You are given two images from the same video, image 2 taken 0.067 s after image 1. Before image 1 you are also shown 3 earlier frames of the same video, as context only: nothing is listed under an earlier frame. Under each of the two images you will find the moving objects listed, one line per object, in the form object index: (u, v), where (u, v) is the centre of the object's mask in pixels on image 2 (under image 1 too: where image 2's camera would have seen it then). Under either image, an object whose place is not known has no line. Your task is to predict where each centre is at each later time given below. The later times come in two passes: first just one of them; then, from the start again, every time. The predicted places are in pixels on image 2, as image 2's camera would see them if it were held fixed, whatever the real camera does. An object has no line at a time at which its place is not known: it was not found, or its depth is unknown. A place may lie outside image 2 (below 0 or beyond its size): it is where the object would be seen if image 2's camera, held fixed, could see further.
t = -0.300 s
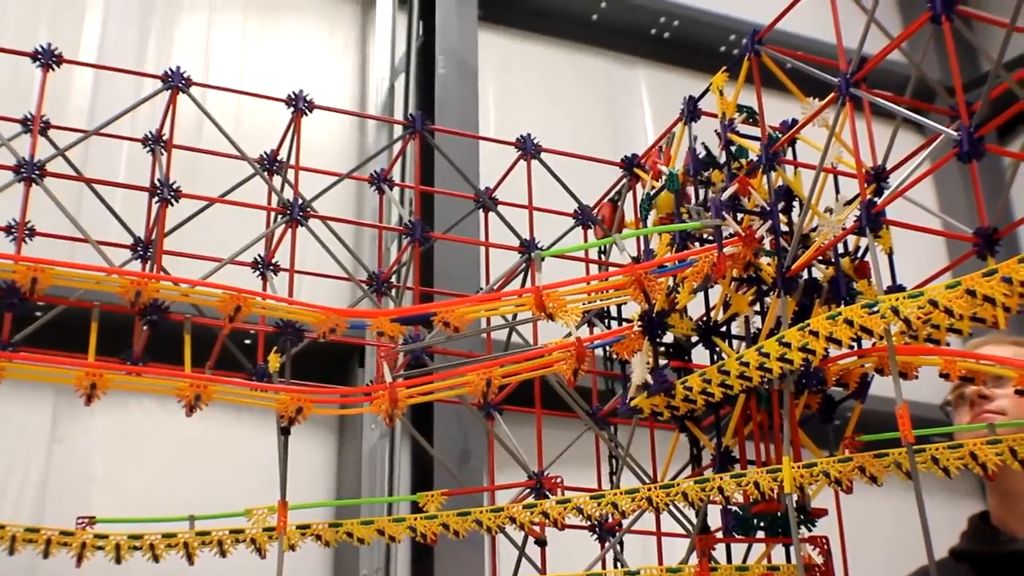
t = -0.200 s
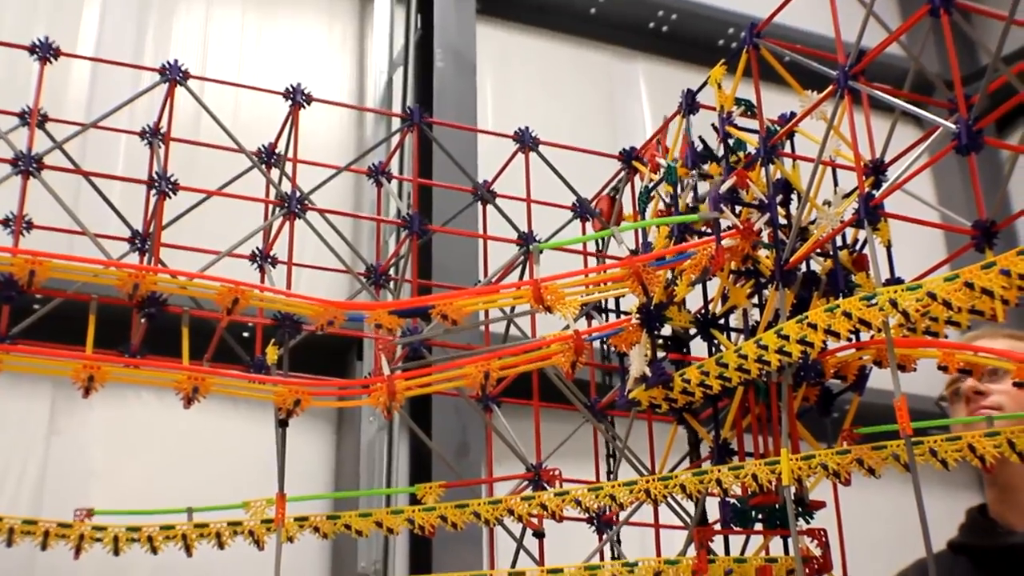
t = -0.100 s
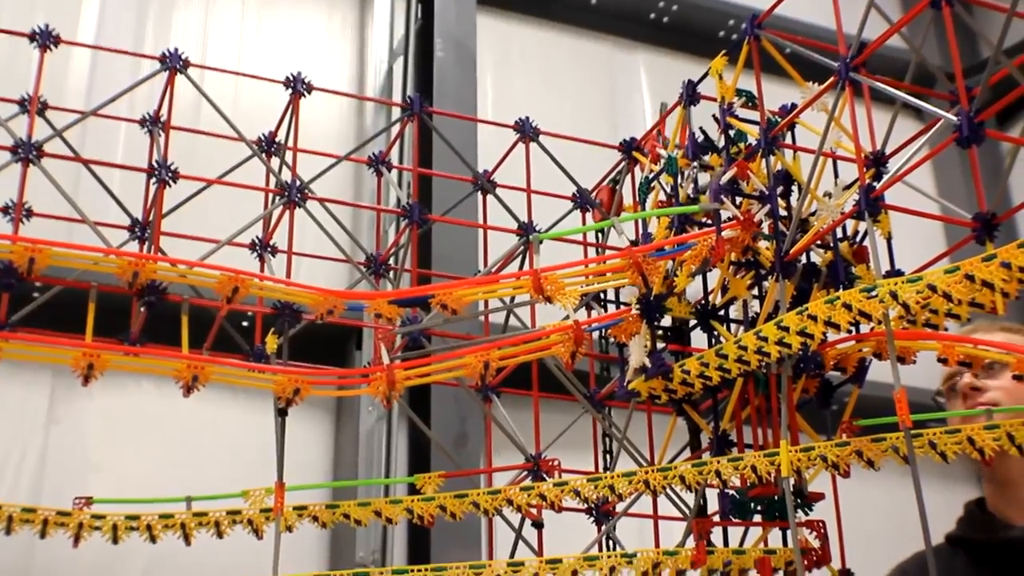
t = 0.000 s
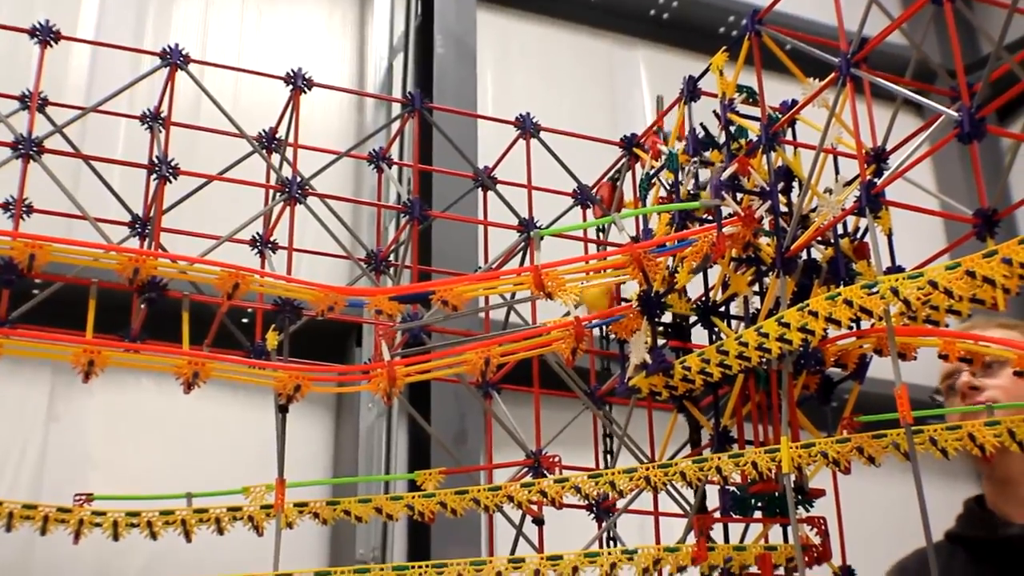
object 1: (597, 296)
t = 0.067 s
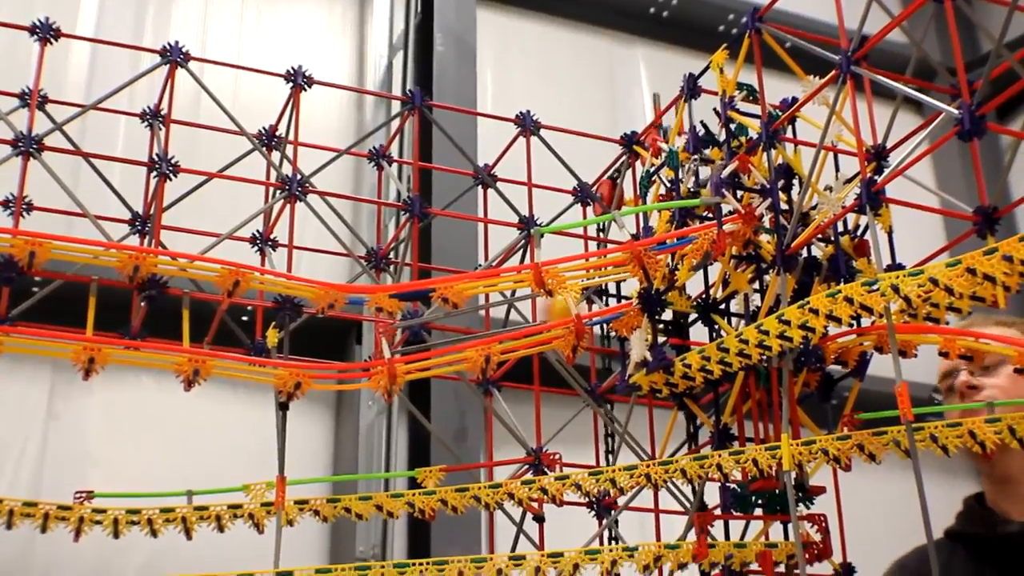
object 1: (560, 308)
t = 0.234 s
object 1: (438, 334)
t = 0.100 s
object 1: (540, 312)
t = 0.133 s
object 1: (510, 318)
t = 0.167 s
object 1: (486, 324)
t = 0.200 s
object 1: (463, 330)
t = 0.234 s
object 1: (438, 334)
